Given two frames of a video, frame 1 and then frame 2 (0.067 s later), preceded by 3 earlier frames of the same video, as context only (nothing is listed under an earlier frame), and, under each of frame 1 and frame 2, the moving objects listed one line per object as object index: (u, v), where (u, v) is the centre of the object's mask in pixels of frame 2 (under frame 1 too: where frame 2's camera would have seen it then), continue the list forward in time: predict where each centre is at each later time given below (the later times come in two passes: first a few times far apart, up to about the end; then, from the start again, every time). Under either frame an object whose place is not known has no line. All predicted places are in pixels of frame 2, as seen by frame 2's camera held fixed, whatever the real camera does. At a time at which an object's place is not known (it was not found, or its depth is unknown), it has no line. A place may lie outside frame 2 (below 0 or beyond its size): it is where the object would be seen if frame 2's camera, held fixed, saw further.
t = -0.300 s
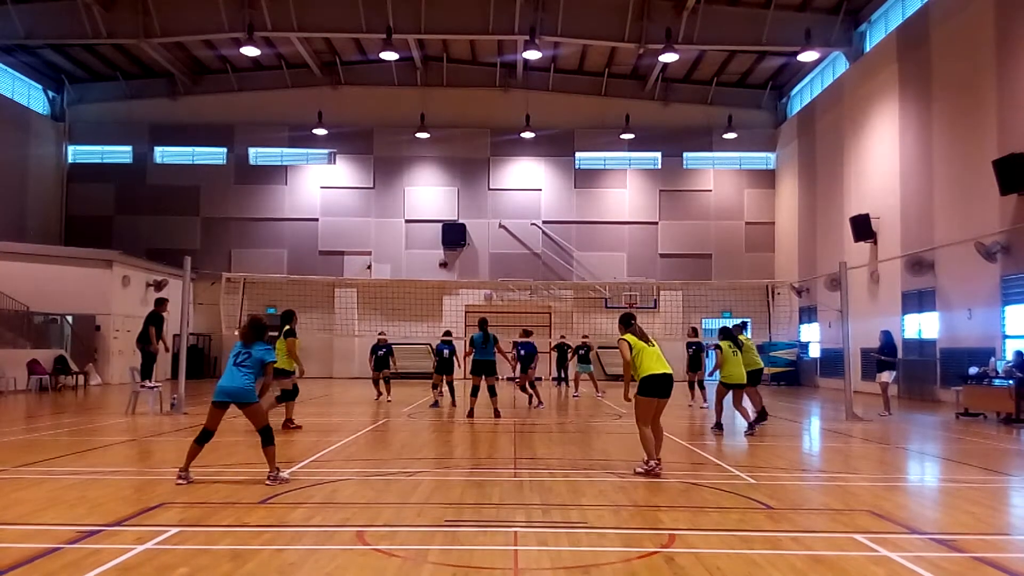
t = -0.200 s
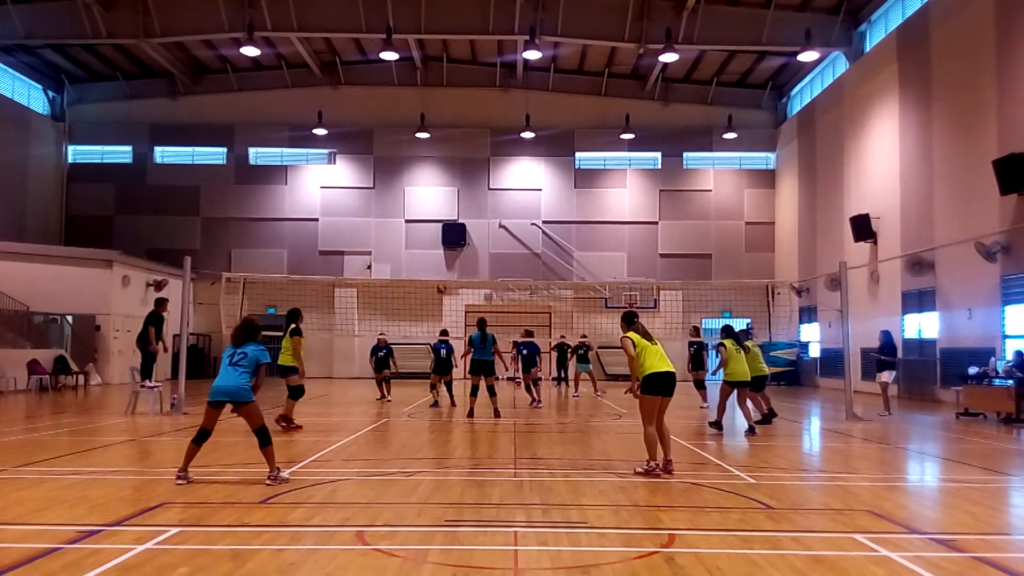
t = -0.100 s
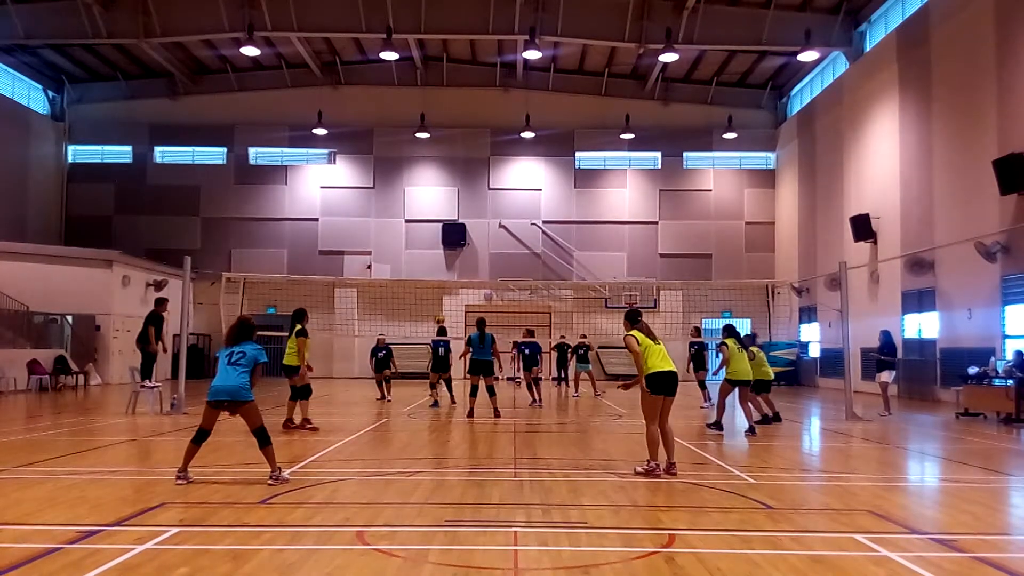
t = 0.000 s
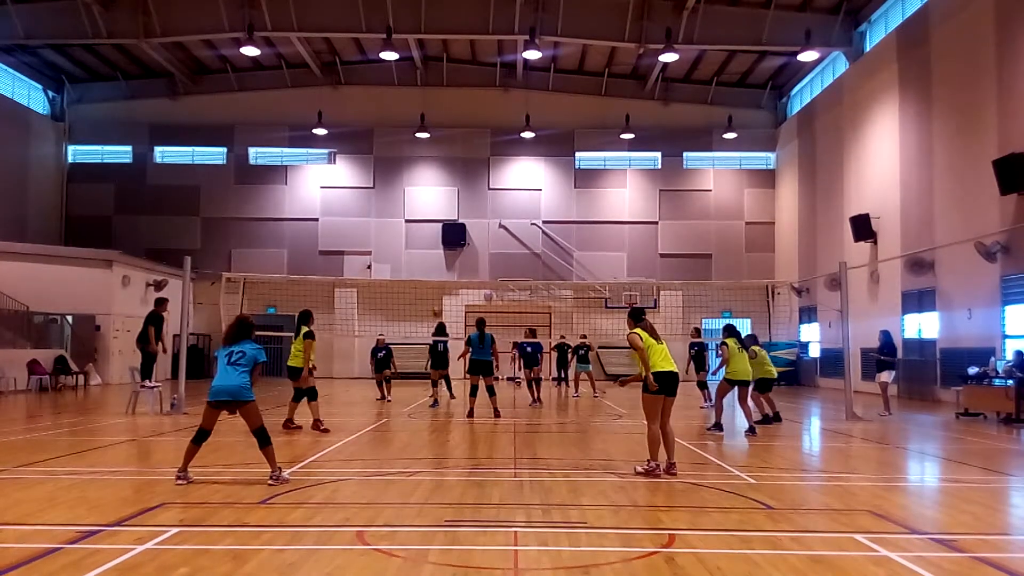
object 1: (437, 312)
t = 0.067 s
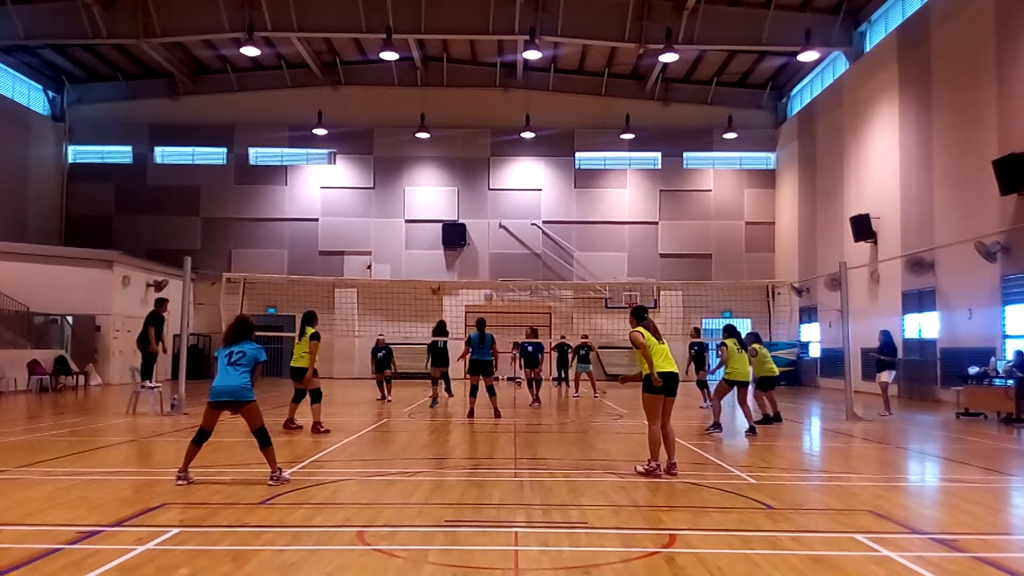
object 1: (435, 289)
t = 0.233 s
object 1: (430, 240)
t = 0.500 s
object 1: (422, 191)
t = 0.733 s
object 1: (415, 178)
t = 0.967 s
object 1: (407, 190)
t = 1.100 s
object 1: (402, 209)
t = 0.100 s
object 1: (433, 277)
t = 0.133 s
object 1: (433, 267)
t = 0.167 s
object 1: (432, 257)
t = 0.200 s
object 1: (431, 248)
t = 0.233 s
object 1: (430, 240)
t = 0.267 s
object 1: (429, 231)
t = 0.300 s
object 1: (428, 225)
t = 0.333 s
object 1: (427, 217)
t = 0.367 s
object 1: (426, 211)
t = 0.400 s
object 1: (425, 206)
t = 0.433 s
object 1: (424, 200)
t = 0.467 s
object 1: (423, 195)
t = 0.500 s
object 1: (422, 191)
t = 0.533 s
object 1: (421, 187)
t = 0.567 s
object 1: (420, 184)
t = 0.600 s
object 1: (419, 182)
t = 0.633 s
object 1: (418, 180)
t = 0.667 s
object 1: (417, 179)
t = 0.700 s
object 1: (415, 178)
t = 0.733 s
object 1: (415, 178)
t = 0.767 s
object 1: (413, 178)
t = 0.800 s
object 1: (412, 178)
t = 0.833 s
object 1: (411, 179)
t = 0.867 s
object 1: (410, 181)
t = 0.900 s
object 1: (409, 183)
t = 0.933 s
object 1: (408, 186)
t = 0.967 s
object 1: (407, 190)
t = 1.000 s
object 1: (406, 194)
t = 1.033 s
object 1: (405, 198)
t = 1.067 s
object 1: (403, 203)
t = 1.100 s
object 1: (402, 209)
